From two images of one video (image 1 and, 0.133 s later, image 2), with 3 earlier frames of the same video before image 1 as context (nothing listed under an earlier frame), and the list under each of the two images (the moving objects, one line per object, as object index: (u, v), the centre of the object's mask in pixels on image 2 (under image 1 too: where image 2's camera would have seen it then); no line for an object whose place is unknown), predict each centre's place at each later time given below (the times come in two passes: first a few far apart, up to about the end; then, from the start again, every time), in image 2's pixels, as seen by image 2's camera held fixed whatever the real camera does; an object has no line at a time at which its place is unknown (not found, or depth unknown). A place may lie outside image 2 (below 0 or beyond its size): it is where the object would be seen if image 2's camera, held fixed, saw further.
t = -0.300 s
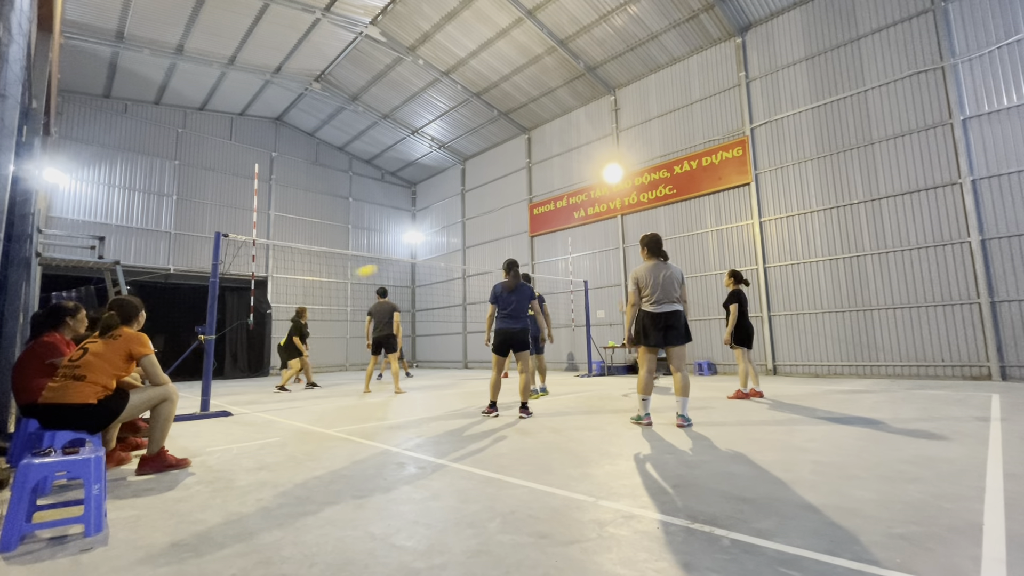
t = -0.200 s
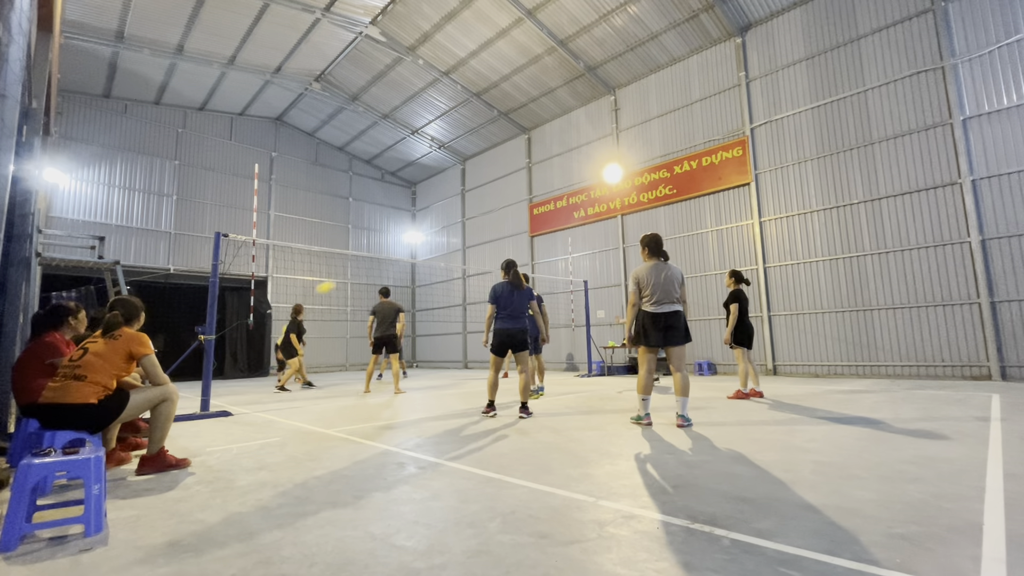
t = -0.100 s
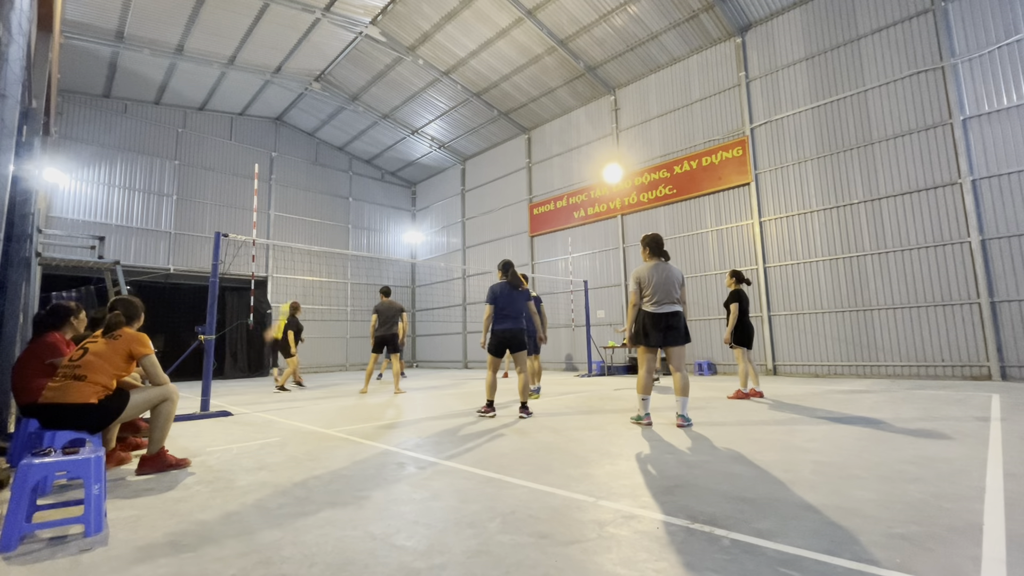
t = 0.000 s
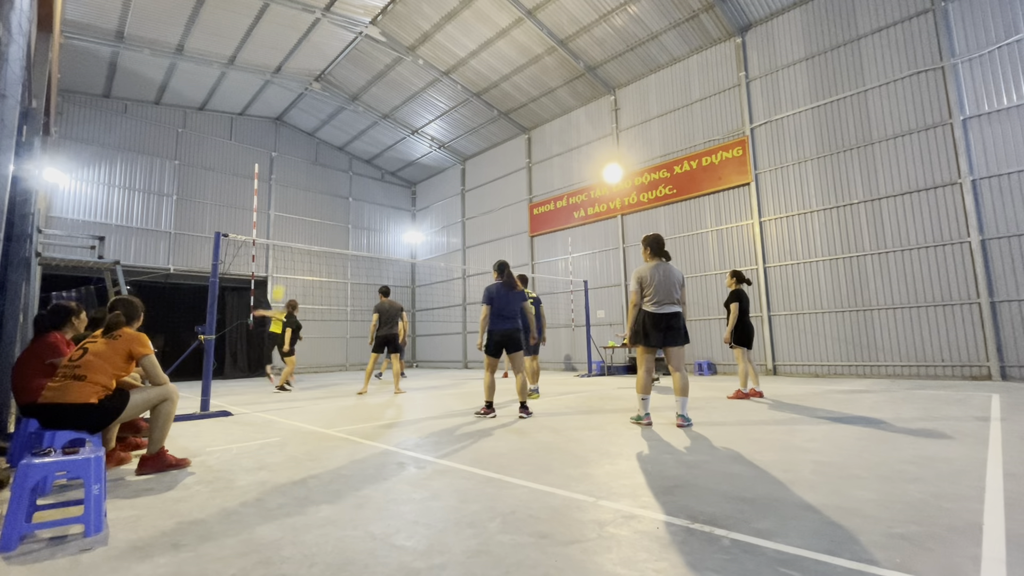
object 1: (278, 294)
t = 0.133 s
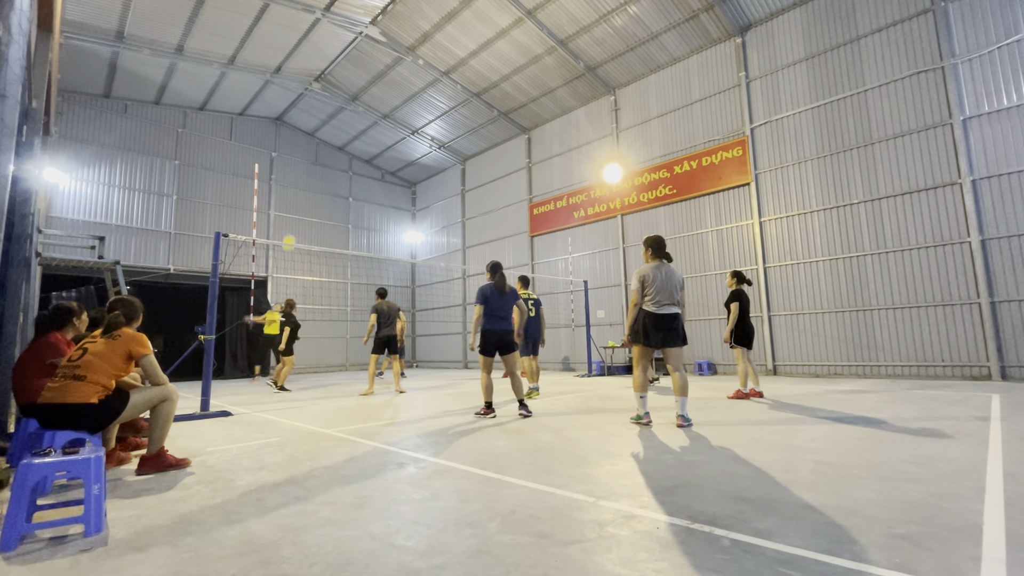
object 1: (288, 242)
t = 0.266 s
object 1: (297, 202)
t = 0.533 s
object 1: (313, 146)
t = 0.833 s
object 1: (331, 121)
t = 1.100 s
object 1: (347, 138)
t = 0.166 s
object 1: (291, 232)
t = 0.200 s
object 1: (293, 222)
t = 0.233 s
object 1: (295, 211)
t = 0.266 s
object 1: (297, 202)
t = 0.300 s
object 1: (299, 194)
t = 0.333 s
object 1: (301, 185)
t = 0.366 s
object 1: (303, 177)
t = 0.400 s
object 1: (305, 170)
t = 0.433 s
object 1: (307, 163)
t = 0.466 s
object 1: (309, 157)
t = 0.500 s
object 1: (311, 151)
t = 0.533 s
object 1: (313, 146)
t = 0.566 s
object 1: (315, 141)
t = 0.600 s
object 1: (317, 137)
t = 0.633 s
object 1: (319, 133)
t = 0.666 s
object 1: (321, 130)
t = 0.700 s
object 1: (323, 127)
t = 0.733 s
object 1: (325, 125)
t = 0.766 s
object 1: (327, 123)
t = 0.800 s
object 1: (329, 122)
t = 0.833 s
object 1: (331, 121)
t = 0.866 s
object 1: (333, 121)
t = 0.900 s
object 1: (335, 122)
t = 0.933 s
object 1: (337, 123)
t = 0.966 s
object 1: (339, 125)
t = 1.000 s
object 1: (341, 127)
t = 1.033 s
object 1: (343, 130)
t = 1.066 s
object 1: (345, 134)
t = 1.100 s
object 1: (347, 138)
